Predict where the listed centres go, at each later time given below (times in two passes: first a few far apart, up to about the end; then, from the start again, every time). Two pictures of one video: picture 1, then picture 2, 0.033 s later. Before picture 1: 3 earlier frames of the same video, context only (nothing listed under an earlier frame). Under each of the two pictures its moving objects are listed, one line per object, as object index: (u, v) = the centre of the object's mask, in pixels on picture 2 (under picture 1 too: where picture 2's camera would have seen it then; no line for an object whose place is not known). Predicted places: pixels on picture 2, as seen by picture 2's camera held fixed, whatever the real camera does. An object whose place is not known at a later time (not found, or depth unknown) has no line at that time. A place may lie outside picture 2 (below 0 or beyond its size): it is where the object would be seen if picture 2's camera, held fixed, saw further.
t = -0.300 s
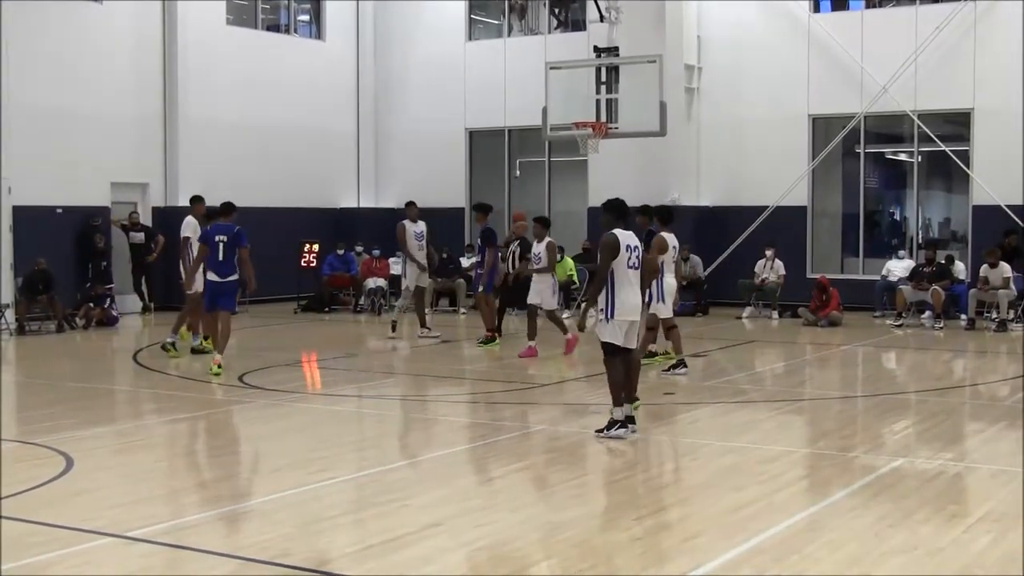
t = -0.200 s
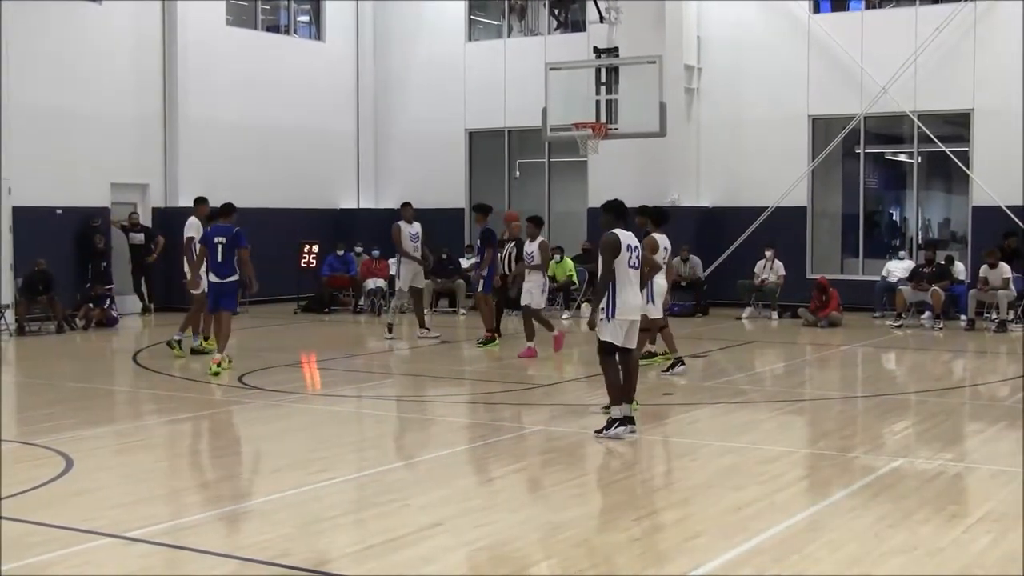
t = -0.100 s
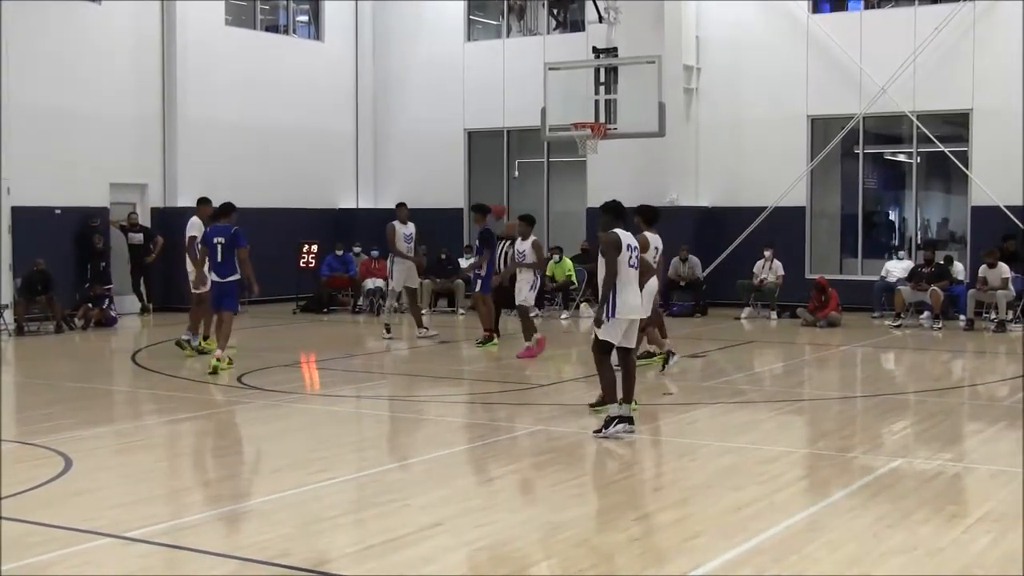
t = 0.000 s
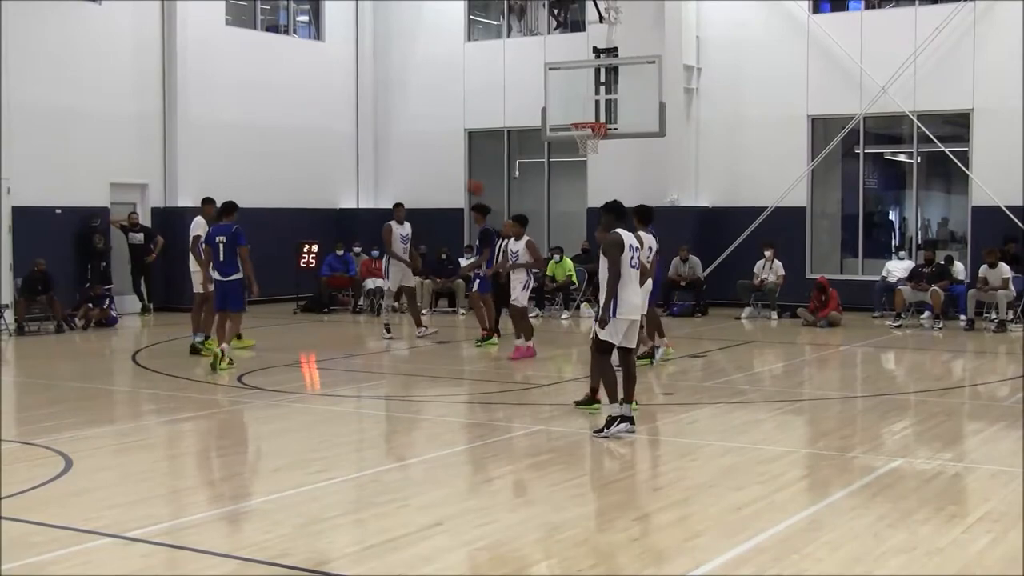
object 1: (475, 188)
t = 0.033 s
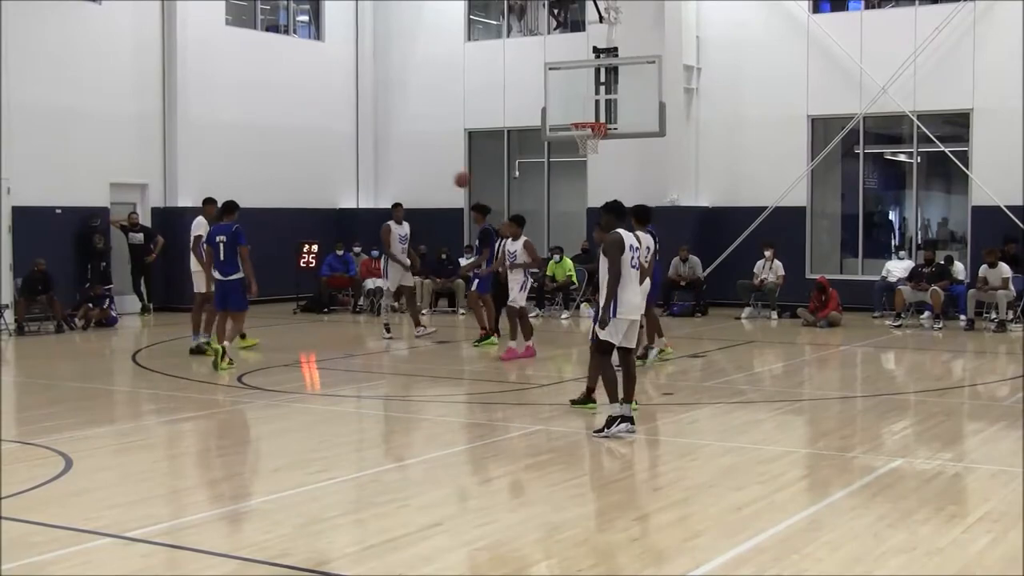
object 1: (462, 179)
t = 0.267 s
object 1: (377, 145)
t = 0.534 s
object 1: (266, 150)
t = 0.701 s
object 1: (190, 183)
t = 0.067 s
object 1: (451, 173)
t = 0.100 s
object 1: (438, 166)
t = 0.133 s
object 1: (427, 160)
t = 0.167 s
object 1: (415, 155)
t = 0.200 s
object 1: (402, 151)
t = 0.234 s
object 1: (389, 148)
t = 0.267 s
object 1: (377, 145)
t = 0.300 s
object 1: (364, 143)
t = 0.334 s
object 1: (350, 141)
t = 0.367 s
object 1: (336, 141)
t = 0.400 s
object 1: (323, 141)
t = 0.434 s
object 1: (309, 142)
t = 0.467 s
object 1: (295, 144)
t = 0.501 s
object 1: (281, 147)
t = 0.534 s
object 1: (266, 150)
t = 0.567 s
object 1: (251, 155)
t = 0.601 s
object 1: (236, 161)
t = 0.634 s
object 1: (221, 167)
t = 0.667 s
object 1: (206, 175)
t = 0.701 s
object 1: (190, 183)
